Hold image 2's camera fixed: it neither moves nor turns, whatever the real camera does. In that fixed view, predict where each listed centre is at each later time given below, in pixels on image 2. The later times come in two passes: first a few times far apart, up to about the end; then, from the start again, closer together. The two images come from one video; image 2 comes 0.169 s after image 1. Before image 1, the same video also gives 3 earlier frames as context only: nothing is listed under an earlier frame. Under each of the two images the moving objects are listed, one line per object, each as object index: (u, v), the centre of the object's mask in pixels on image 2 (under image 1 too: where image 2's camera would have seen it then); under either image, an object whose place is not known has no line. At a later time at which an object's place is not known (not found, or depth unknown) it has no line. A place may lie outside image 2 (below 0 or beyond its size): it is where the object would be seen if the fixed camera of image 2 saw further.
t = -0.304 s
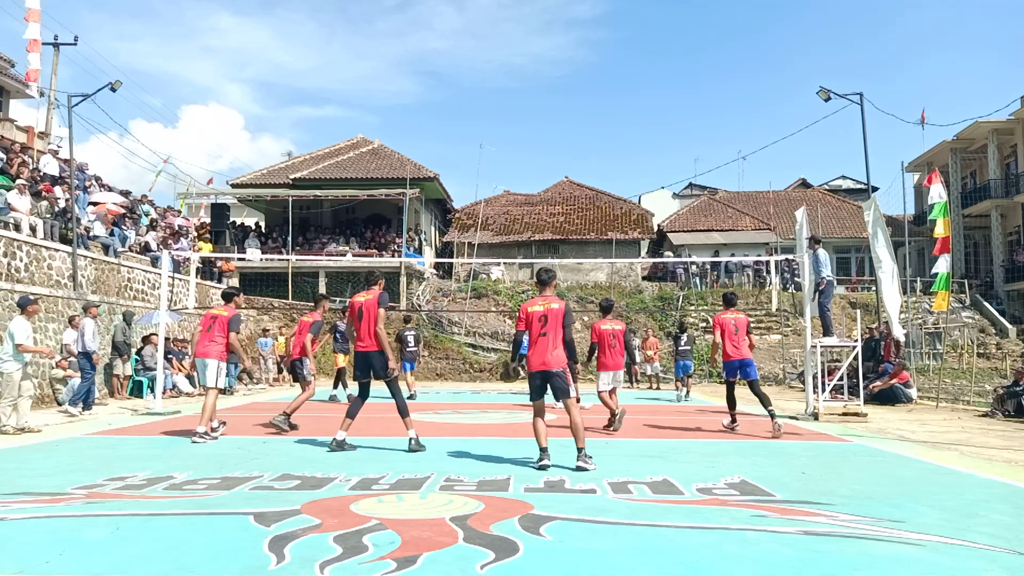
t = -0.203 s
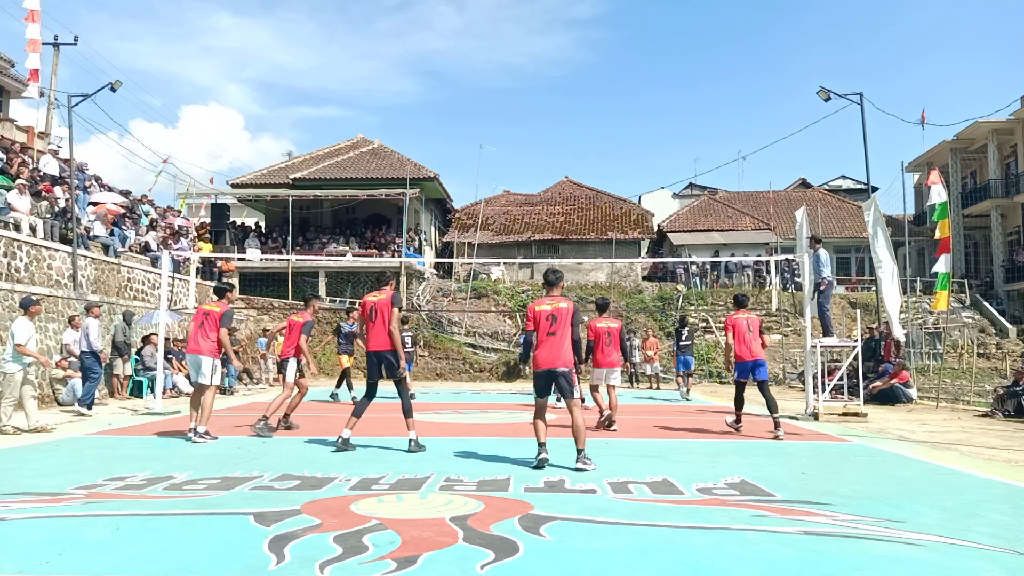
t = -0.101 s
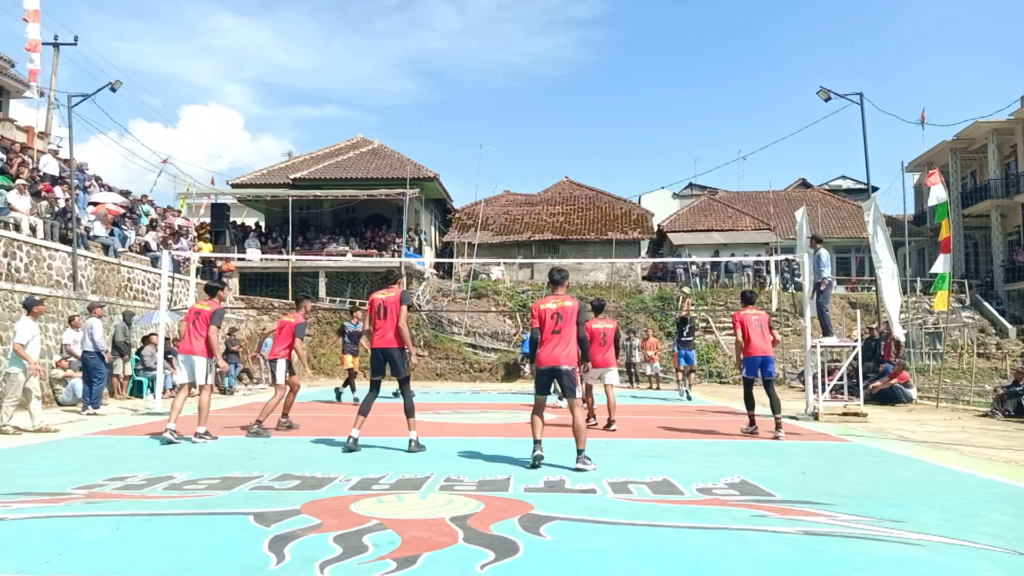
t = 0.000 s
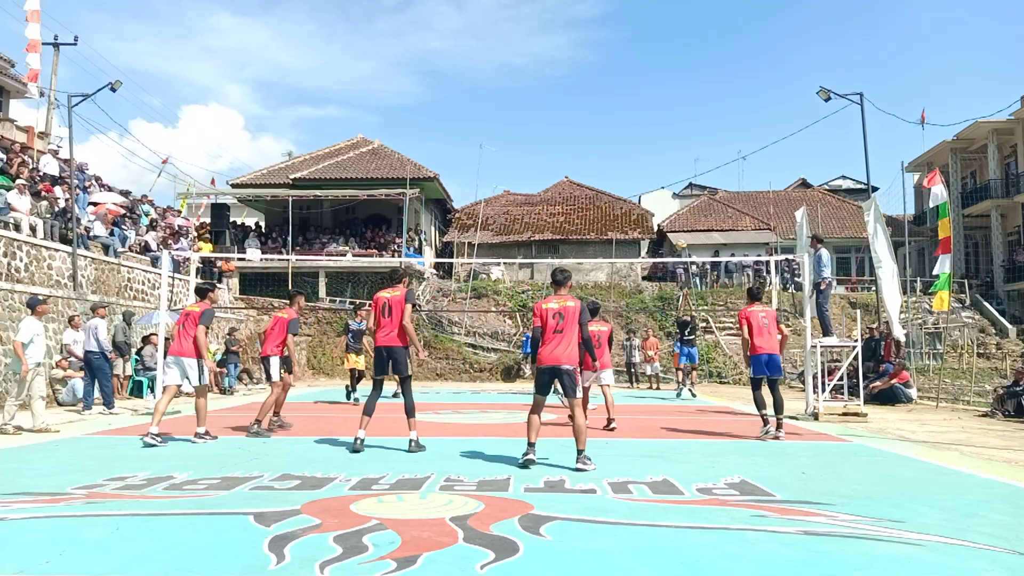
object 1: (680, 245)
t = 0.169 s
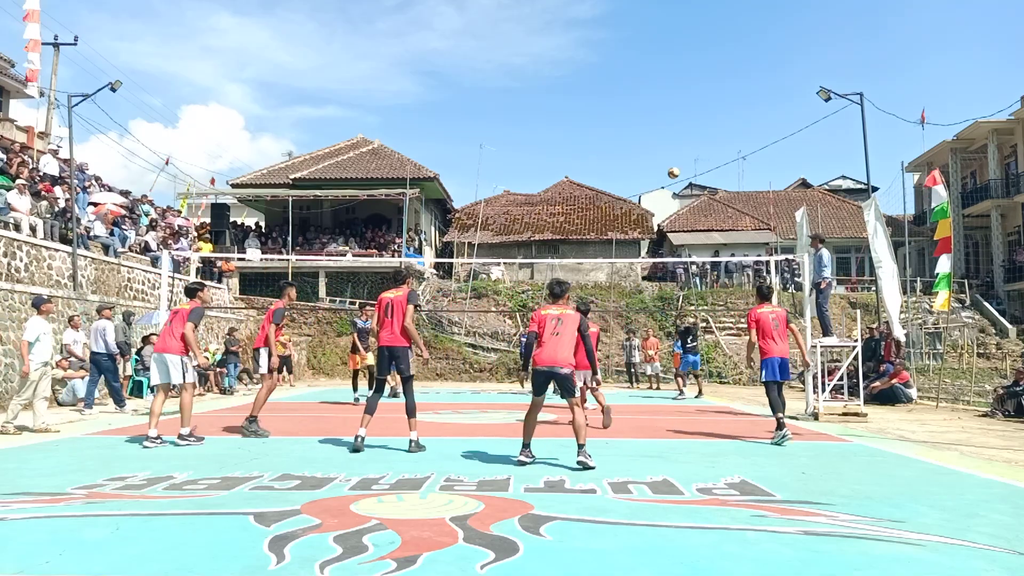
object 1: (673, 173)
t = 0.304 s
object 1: (666, 121)
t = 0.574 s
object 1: (647, 32)
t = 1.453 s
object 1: (488, 110)
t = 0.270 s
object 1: (668, 133)
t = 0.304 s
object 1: (666, 121)
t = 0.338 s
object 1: (664, 109)
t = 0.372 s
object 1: (662, 97)
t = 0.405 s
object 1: (659, 85)
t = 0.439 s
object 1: (657, 73)
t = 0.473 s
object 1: (655, 63)
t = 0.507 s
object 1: (652, 52)
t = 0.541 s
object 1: (650, 42)
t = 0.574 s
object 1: (647, 32)
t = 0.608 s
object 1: (644, 23)
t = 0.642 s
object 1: (641, 13)
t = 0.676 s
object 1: (638, 6)
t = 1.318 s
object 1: (533, 17)
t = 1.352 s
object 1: (523, 35)
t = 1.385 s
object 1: (512, 56)
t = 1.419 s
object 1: (501, 81)
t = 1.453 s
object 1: (488, 110)
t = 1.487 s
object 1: (475, 144)
